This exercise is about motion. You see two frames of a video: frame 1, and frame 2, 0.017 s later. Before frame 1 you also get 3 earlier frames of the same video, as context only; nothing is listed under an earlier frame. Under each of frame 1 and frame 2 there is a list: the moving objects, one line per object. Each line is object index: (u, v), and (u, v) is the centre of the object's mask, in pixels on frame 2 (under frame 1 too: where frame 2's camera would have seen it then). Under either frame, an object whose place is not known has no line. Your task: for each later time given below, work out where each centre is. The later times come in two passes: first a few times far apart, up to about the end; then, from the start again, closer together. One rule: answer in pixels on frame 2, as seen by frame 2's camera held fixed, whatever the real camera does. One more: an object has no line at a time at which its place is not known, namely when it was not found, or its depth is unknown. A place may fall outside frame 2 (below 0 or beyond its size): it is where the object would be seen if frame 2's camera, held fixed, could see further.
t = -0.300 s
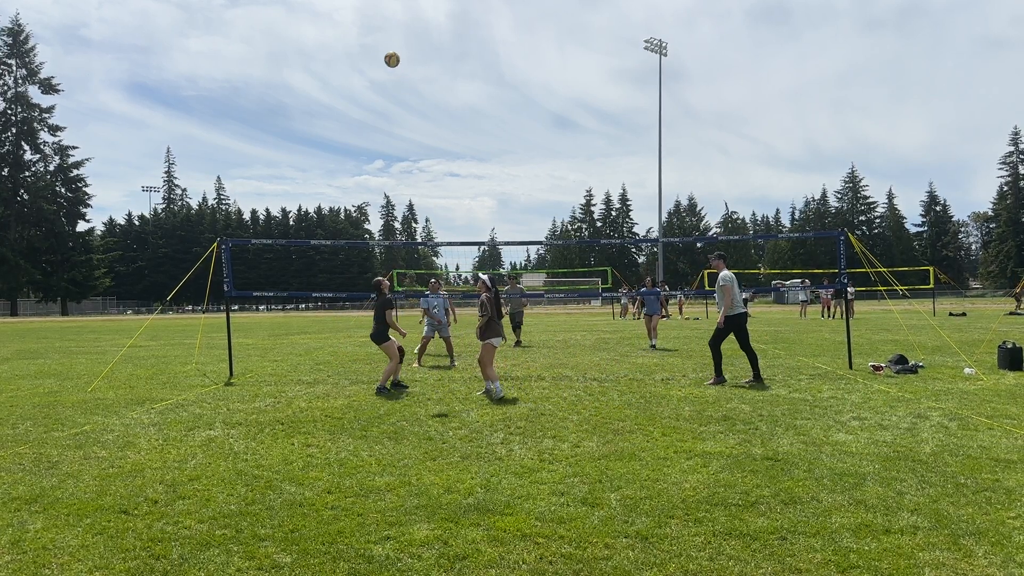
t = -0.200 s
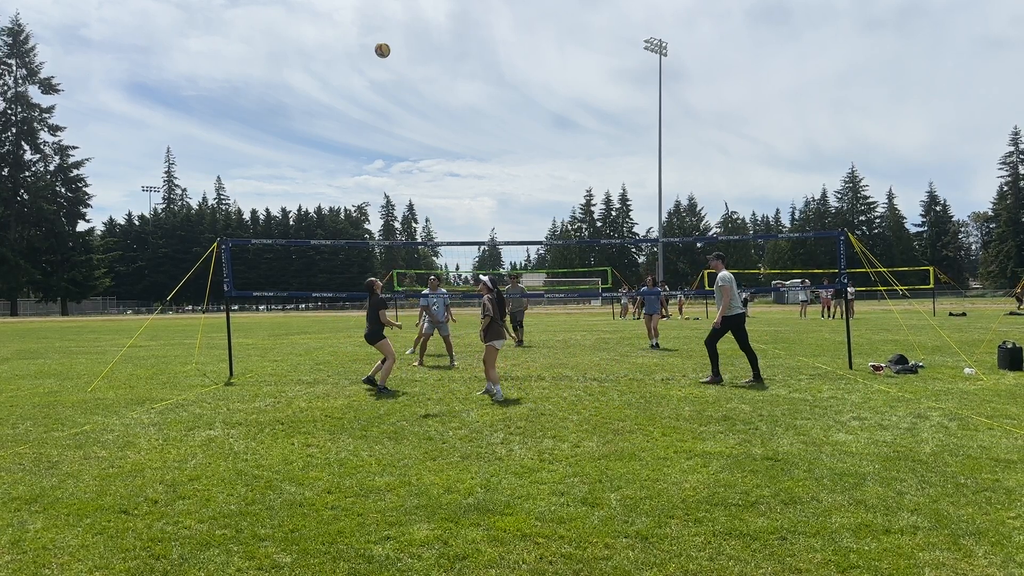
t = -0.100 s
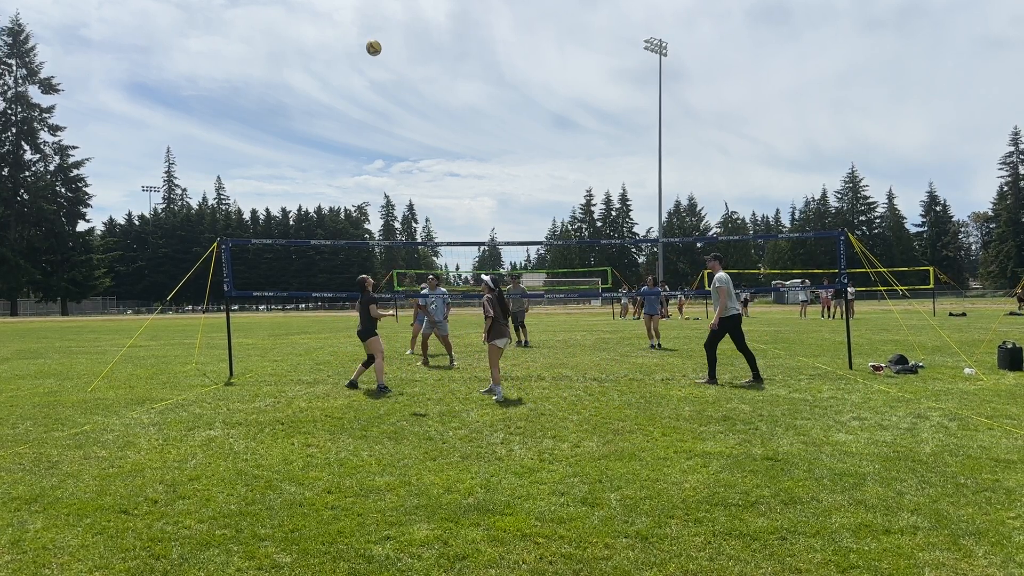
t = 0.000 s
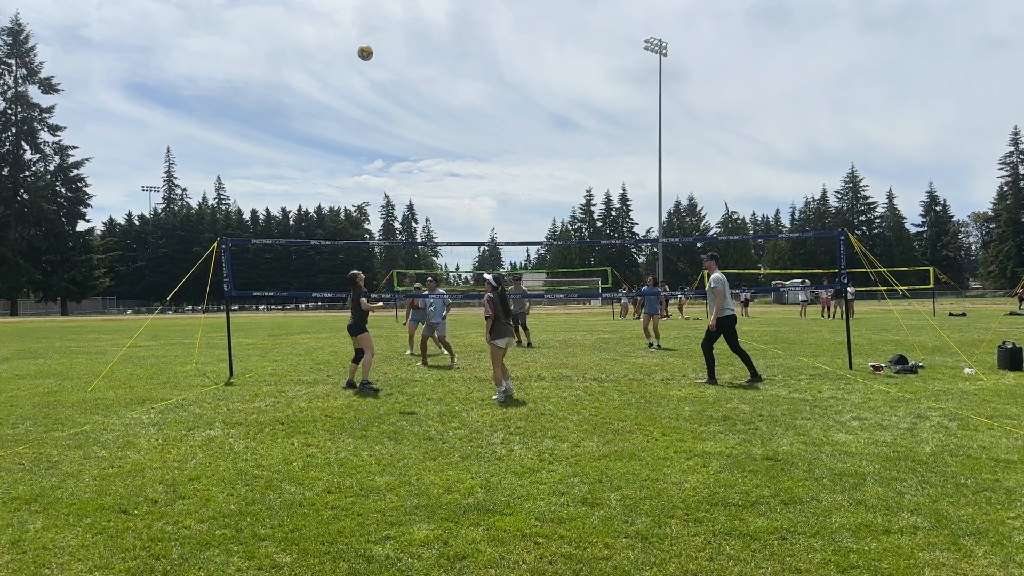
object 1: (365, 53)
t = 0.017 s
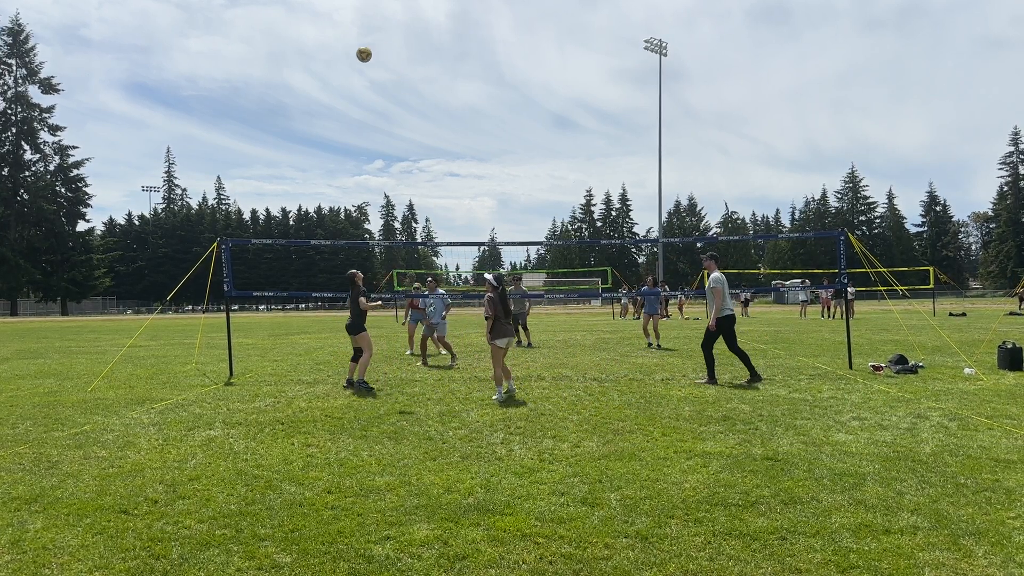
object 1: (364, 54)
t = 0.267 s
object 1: (346, 99)
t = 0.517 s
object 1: (332, 180)
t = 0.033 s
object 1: (362, 56)
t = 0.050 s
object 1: (361, 58)
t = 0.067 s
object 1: (360, 60)
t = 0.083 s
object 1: (359, 62)
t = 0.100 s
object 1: (358, 65)
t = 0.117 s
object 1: (356, 67)
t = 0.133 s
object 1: (355, 70)
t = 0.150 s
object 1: (354, 73)
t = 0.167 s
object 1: (353, 76)
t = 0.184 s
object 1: (352, 80)
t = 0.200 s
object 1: (351, 83)
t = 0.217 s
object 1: (350, 87)
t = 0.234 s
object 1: (348, 91)
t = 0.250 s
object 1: (347, 95)
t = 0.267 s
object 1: (346, 99)
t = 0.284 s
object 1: (345, 103)
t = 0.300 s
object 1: (344, 108)
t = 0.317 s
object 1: (343, 112)
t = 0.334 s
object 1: (342, 117)
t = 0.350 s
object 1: (341, 122)
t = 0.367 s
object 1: (341, 127)
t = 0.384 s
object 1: (340, 133)
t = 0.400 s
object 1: (339, 138)
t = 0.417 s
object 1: (338, 144)
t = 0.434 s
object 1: (337, 149)
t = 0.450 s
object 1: (336, 155)
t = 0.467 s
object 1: (335, 161)
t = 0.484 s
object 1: (334, 168)
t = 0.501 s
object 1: (333, 174)
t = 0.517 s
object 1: (332, 180)
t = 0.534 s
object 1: (331, 187)
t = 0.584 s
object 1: (328, 208)
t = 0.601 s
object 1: (328, 215)
